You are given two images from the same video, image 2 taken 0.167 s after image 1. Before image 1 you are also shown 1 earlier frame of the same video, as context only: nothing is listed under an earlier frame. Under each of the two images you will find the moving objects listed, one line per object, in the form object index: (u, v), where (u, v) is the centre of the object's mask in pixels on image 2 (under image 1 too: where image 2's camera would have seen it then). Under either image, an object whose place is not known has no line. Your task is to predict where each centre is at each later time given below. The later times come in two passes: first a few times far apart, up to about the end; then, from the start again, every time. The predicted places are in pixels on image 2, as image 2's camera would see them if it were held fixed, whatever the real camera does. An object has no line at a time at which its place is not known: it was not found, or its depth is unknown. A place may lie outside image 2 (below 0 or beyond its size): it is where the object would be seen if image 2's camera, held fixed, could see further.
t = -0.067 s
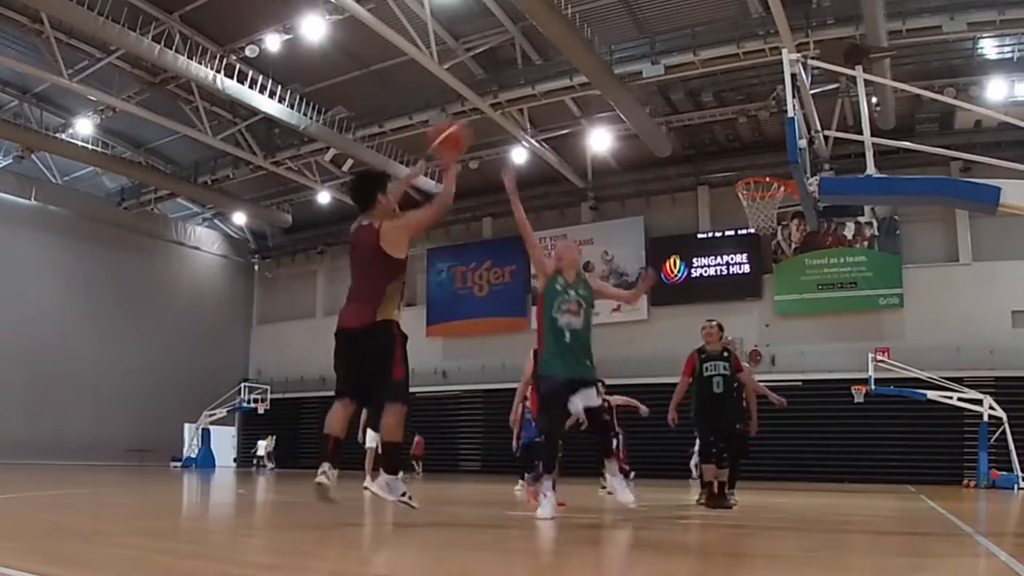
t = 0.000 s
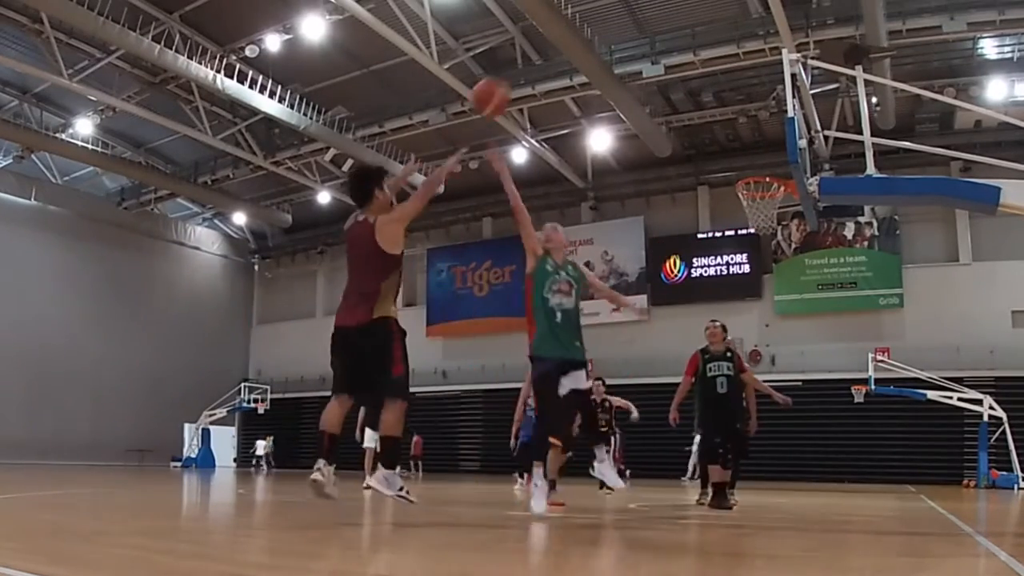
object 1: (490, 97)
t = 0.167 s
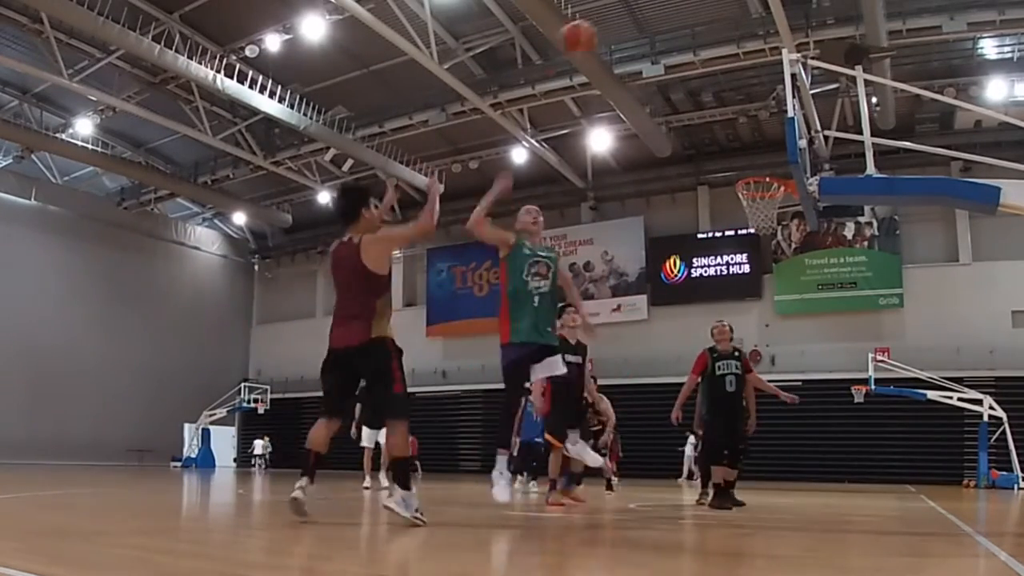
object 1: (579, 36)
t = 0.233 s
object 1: (608, 26)
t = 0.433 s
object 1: (685, 24)
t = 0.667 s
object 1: (763, 74)
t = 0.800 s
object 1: (767, 113)
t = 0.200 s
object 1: (594, 31)
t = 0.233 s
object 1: (608, 26)
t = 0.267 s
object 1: (622, 23)
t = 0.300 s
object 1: (635, 21)
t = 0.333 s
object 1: (649, 20)
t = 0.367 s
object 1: (662, 21)
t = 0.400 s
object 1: (674, 22)
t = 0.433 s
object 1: (685, 24)
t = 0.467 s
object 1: (697, 28)
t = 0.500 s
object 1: (709, 34)
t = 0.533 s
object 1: (719, 38)
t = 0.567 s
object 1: (731, 46)
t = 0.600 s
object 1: (742, 54)
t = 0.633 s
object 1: (753, 63)
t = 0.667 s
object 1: (763, 74)
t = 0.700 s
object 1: (771, 83)
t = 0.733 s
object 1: (773, 91)
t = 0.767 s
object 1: (771, 101)
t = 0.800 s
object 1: (767, 113)
